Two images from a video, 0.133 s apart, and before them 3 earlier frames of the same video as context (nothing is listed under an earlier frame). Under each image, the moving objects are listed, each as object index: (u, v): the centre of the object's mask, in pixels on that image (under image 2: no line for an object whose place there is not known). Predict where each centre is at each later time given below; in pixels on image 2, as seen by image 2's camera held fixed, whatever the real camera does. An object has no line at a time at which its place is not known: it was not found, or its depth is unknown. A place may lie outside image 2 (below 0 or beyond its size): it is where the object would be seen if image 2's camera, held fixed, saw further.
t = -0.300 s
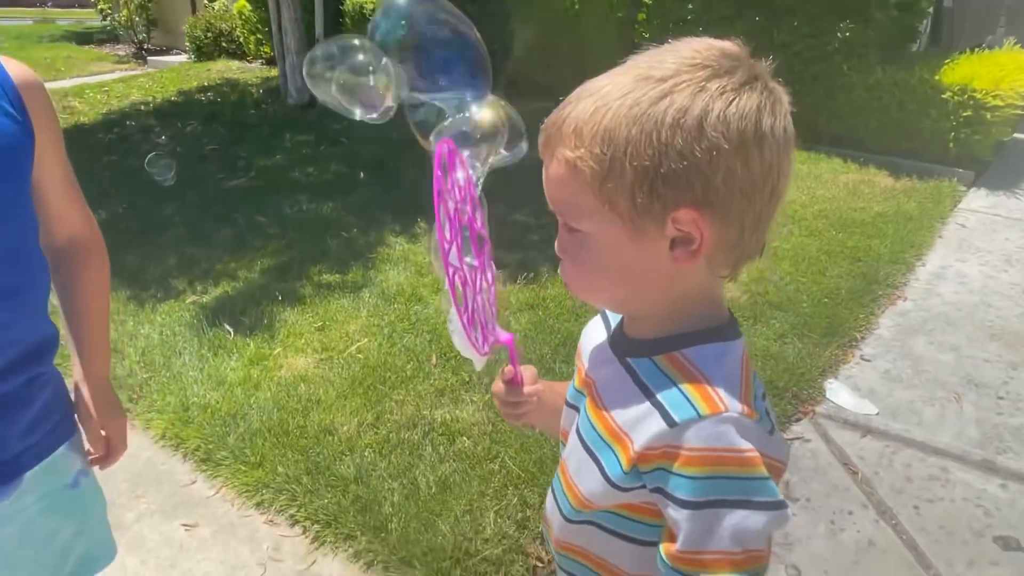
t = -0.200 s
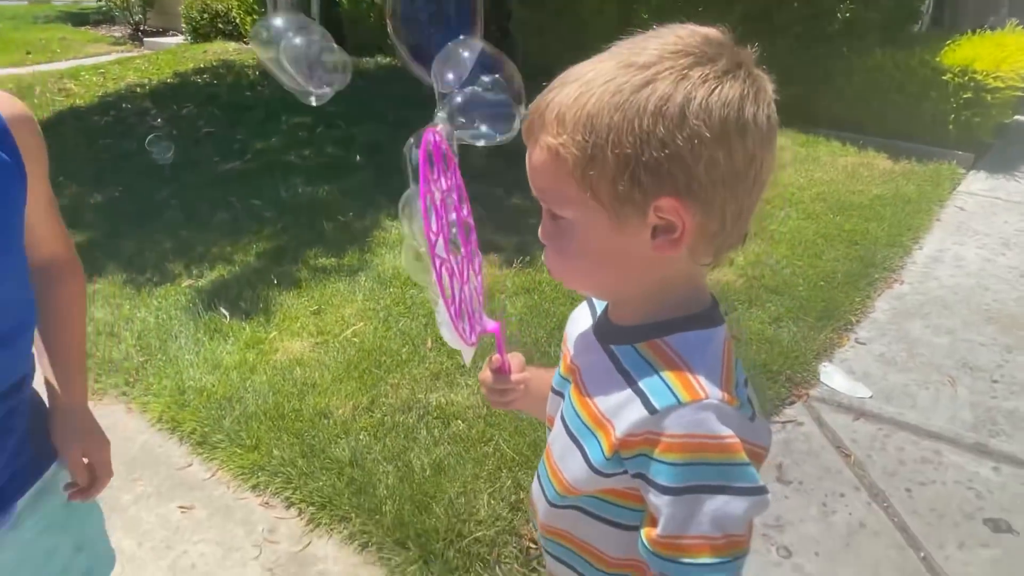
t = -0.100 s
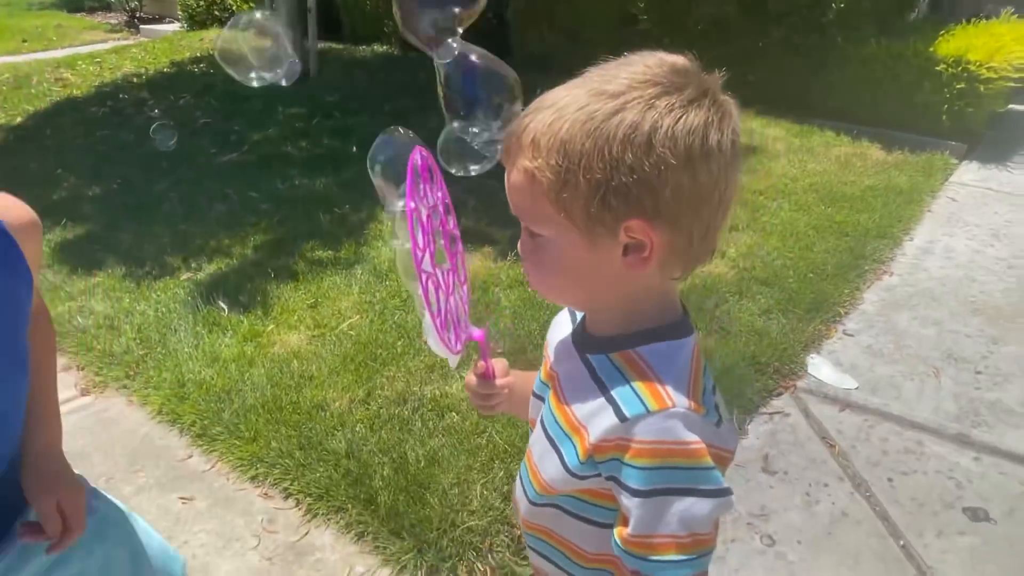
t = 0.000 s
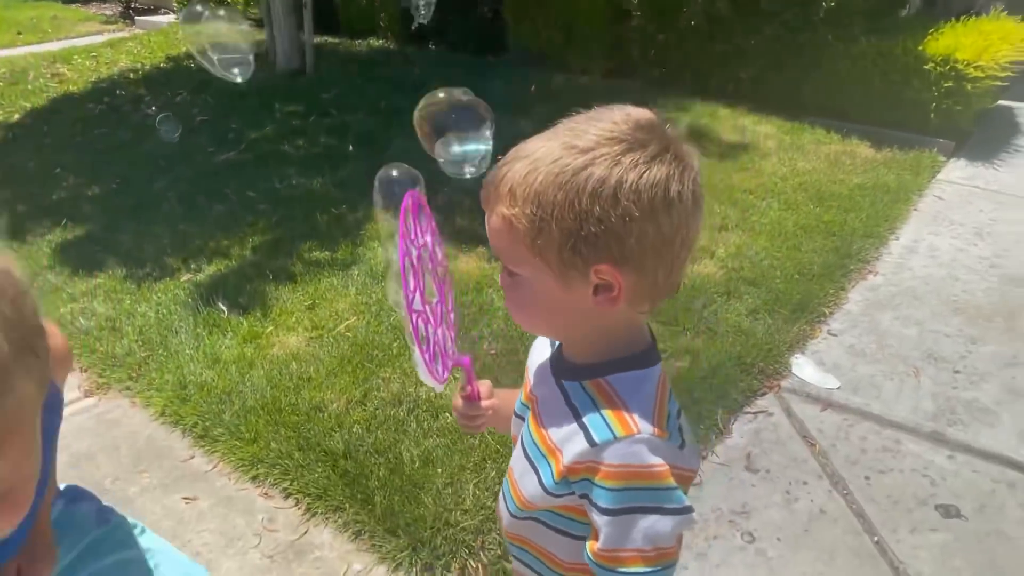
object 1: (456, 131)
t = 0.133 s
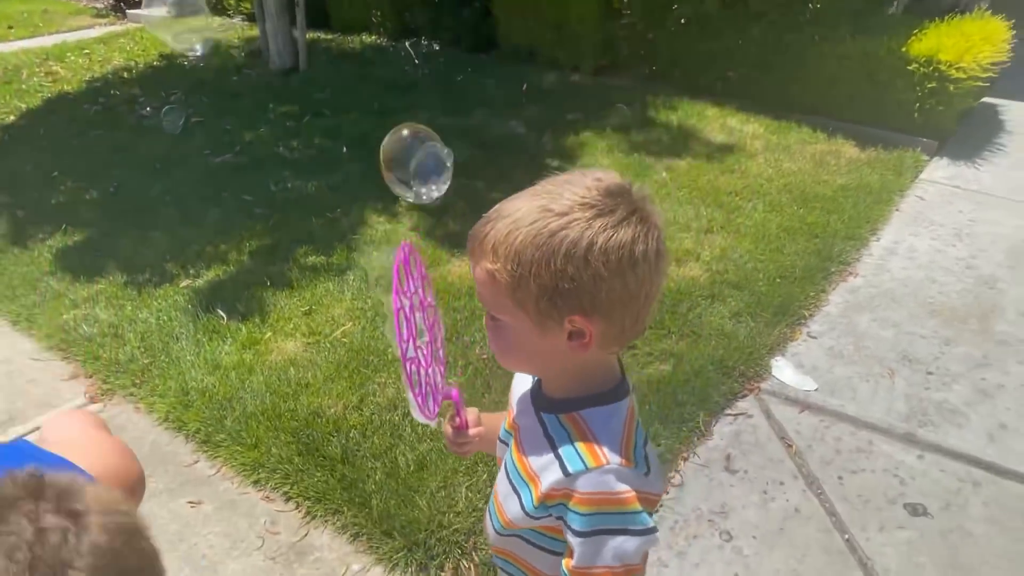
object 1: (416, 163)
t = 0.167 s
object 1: (406, 168)
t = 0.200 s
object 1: (394, 173)
